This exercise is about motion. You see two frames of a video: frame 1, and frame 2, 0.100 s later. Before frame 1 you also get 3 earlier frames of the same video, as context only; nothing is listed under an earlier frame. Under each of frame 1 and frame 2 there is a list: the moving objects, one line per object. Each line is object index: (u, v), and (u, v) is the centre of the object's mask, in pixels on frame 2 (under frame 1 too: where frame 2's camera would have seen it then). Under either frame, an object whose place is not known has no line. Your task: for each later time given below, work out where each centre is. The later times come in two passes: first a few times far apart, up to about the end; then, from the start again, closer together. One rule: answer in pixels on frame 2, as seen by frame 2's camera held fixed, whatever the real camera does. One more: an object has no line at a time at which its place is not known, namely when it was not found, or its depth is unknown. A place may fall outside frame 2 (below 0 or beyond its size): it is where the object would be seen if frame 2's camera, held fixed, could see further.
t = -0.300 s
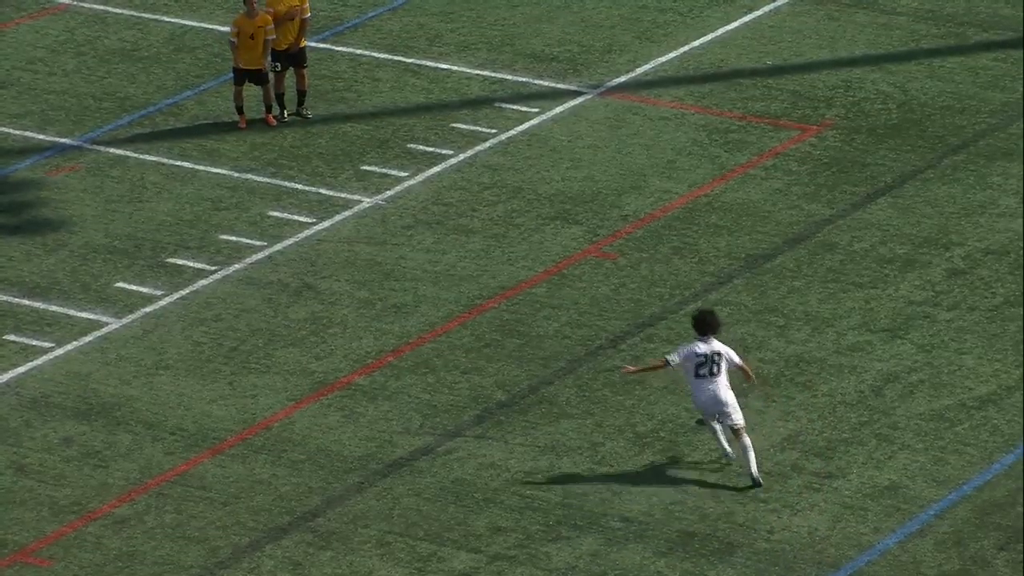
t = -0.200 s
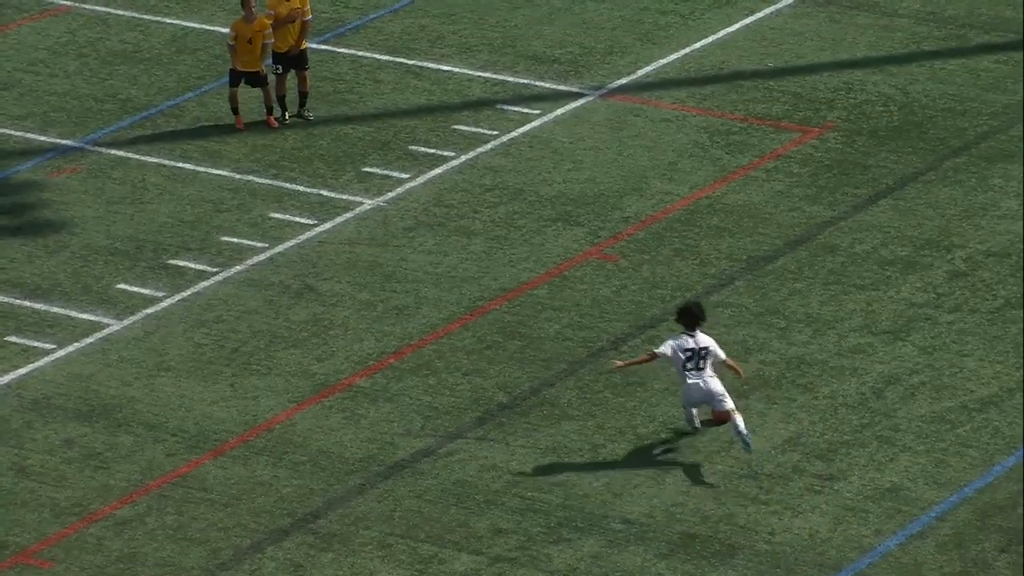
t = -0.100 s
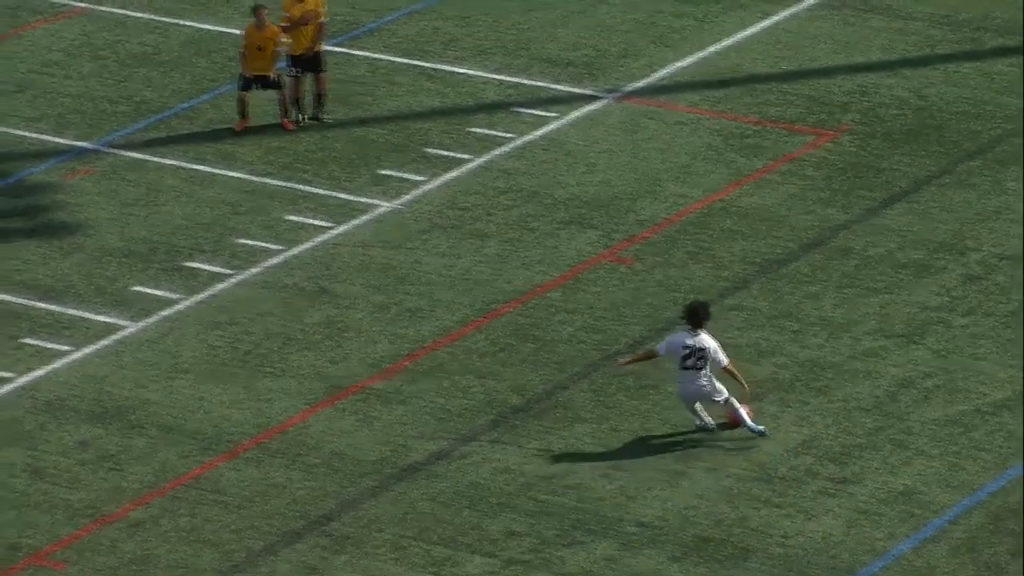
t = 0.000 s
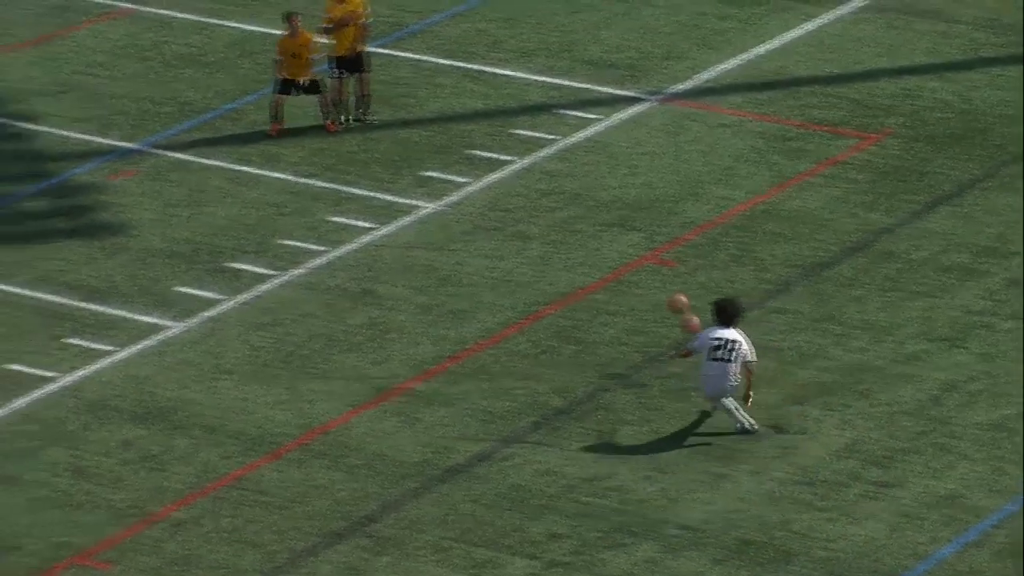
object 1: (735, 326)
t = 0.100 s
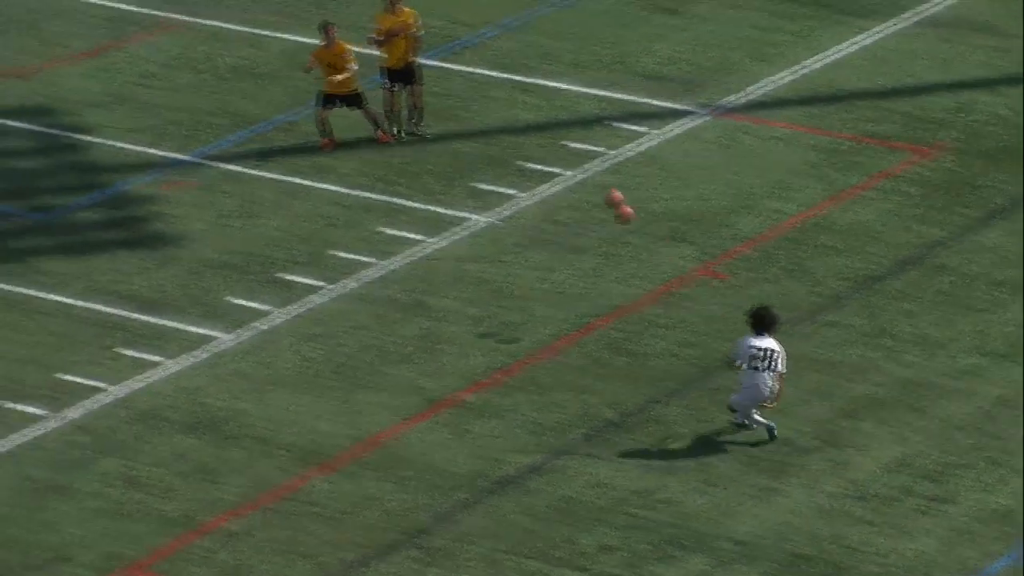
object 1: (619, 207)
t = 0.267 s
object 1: (449, 38)
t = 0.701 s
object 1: (109, -260)
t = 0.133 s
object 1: (584, 169)
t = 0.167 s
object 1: (549, 134)
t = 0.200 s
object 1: (513, 101)
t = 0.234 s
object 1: (481, 69)
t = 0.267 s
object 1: (449, 38)
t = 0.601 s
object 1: (175, -205)
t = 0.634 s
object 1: (153, -225)
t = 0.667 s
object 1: (131, -244)
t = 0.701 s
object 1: (109, -260)
